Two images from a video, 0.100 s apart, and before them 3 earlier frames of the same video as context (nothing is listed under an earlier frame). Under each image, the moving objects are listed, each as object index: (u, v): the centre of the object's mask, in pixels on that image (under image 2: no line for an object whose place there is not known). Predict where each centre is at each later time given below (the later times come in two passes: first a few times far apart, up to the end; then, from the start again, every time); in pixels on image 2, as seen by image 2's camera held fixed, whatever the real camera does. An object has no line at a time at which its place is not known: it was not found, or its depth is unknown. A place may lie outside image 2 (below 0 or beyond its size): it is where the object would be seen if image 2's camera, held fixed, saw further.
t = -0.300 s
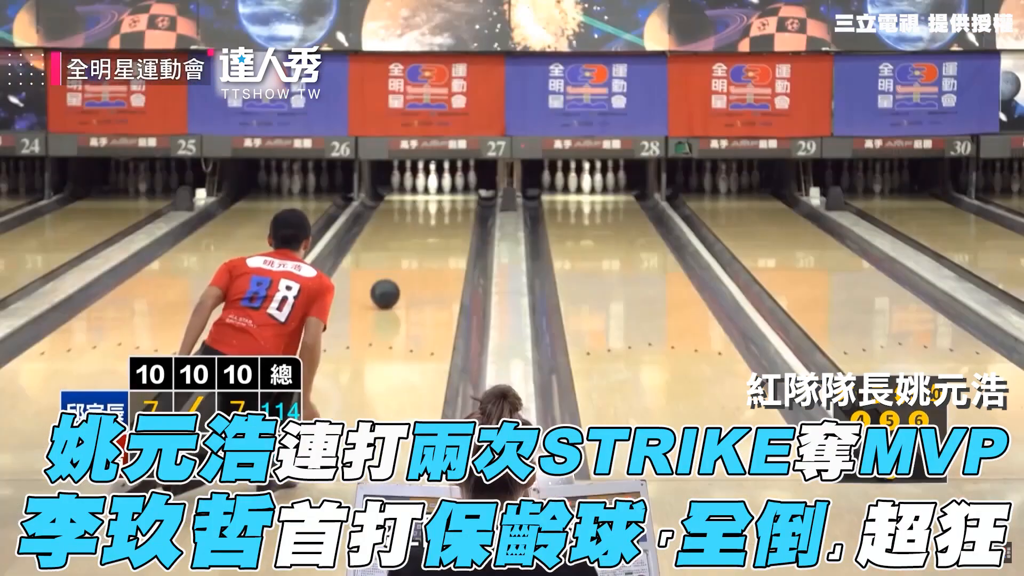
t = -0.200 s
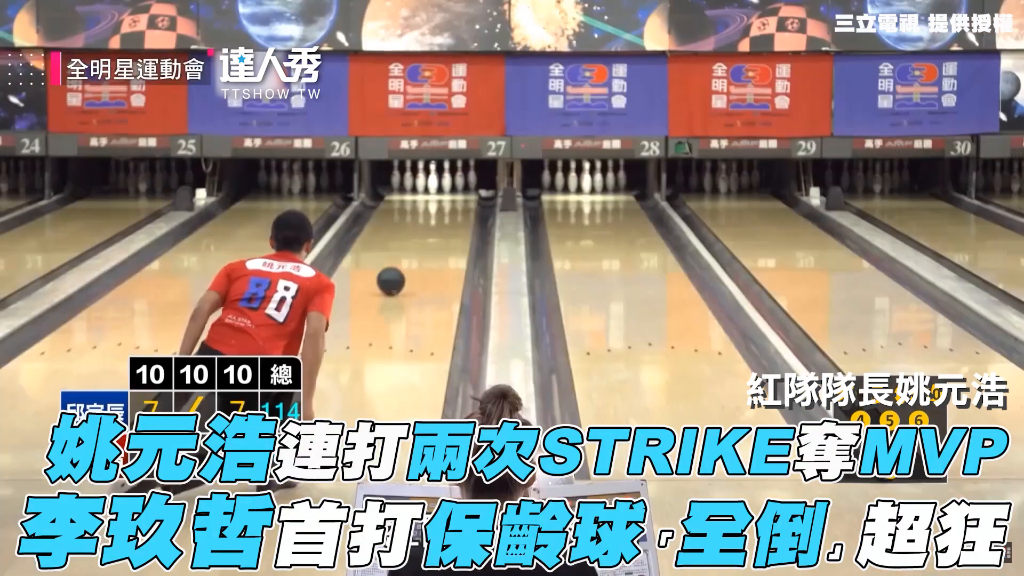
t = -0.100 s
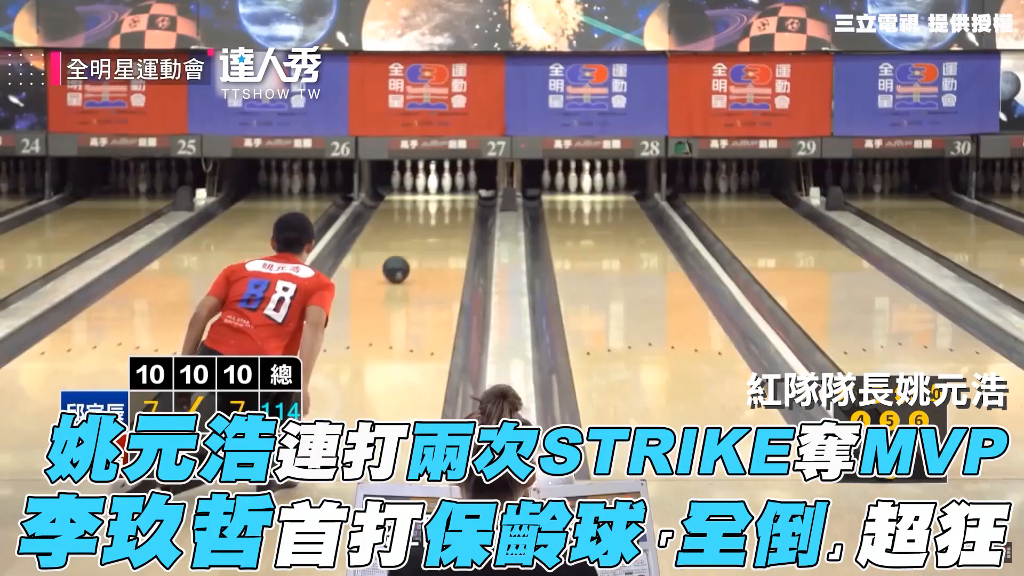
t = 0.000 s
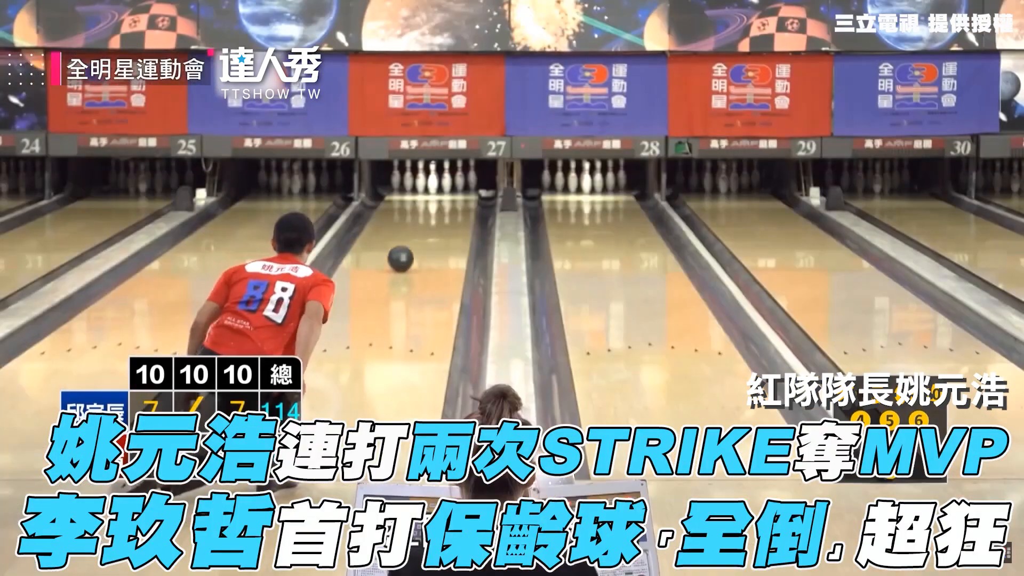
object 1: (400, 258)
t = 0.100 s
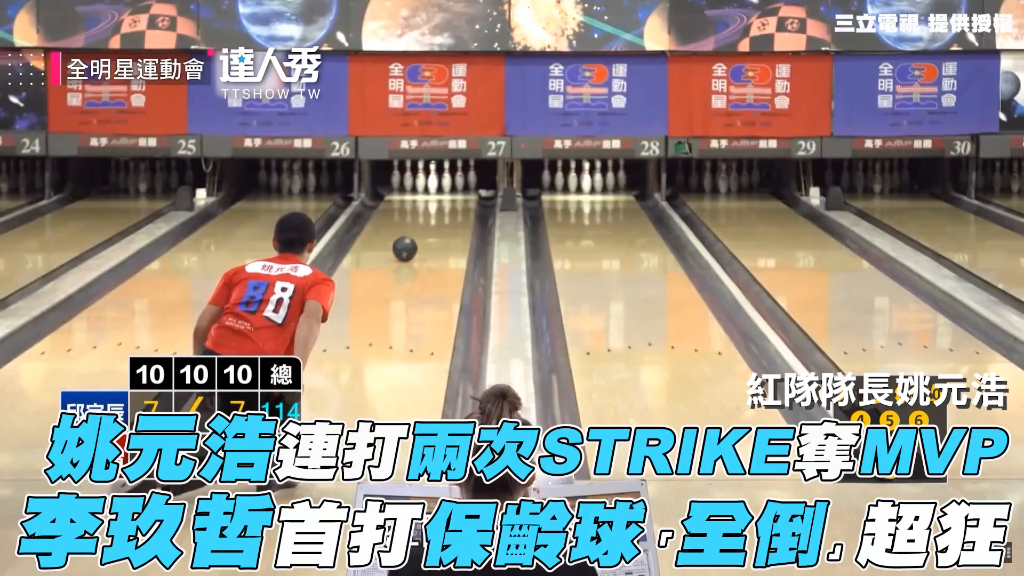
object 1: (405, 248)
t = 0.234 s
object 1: (410, 237)
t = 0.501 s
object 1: (418, 217)
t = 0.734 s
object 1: (425, 203)
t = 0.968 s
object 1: (431, 191)
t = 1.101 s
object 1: (433, 185)
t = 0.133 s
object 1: (406, 245)
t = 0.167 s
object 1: (407, 243)
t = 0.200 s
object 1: (408, 240)
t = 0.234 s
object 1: (410, 237)
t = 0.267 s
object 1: (411, 234)
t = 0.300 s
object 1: (412, 232)
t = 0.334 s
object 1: (413, 229)
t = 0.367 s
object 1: (415, 227)
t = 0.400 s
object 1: (415, 224)
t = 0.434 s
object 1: (416, 222)
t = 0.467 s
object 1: (417, 219)
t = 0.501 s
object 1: (418, 217)
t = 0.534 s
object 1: (419, 215)
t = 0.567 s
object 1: (420, 213)
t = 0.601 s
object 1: (421, 211)
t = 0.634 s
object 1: (422, 209)
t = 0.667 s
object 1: (423, 207)
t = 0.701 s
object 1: (424, 204)
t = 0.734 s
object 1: (425, 203)
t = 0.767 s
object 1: (426, 201)
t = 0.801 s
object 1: (427, 199)
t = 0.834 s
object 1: (427, 197)
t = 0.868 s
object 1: (428, 196)
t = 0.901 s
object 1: (429, 194)
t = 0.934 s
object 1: (430, 193)
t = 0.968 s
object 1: (431, 191)
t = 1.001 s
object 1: (431, 189)
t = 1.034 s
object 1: (432, 188)
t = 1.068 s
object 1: (433, 187)
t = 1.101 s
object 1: (433, 185)
